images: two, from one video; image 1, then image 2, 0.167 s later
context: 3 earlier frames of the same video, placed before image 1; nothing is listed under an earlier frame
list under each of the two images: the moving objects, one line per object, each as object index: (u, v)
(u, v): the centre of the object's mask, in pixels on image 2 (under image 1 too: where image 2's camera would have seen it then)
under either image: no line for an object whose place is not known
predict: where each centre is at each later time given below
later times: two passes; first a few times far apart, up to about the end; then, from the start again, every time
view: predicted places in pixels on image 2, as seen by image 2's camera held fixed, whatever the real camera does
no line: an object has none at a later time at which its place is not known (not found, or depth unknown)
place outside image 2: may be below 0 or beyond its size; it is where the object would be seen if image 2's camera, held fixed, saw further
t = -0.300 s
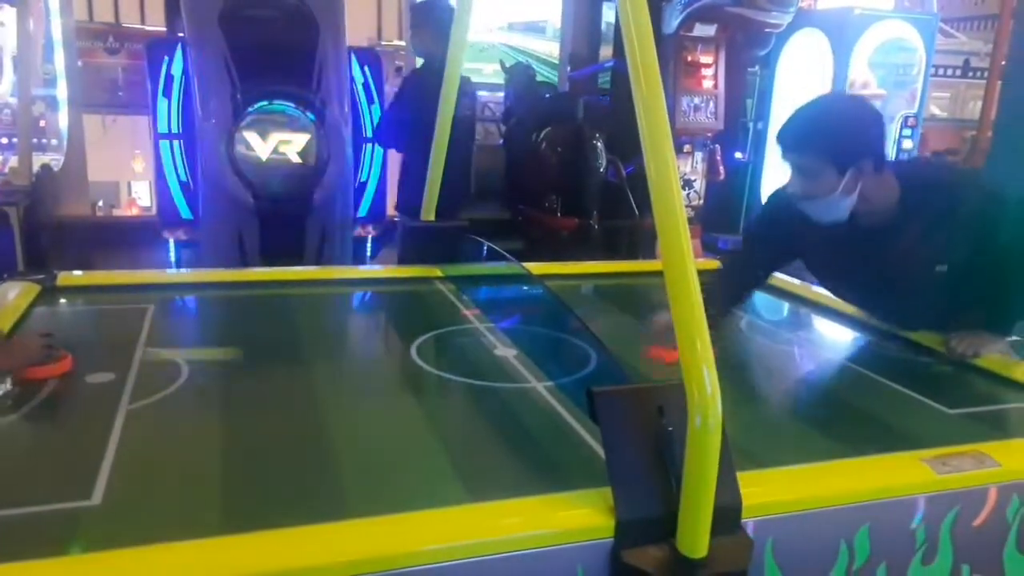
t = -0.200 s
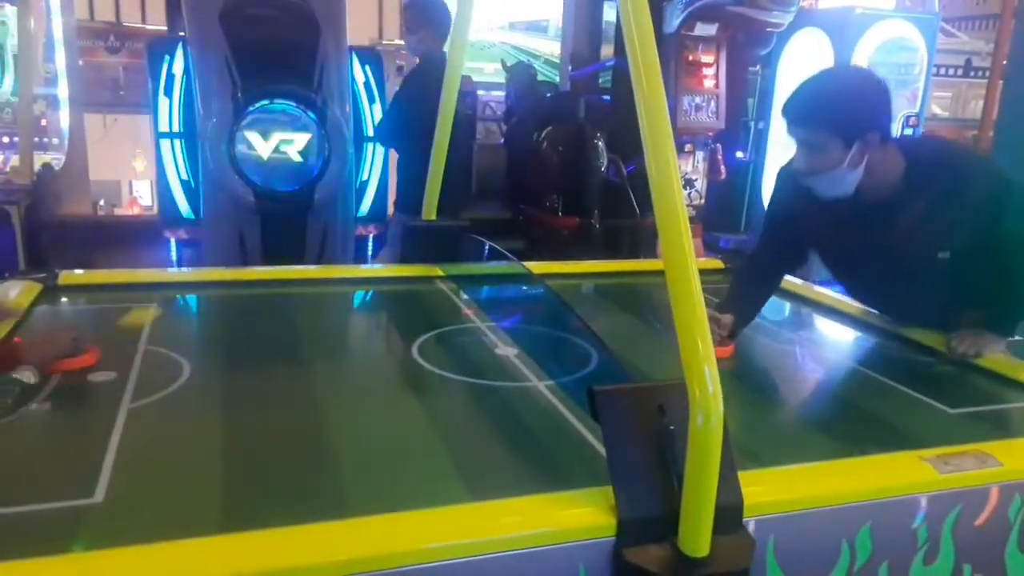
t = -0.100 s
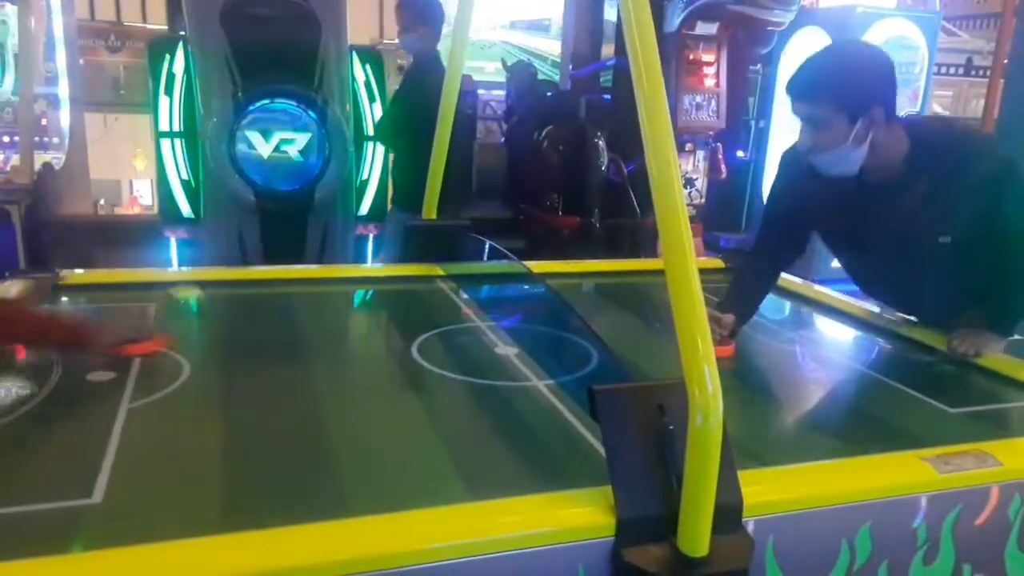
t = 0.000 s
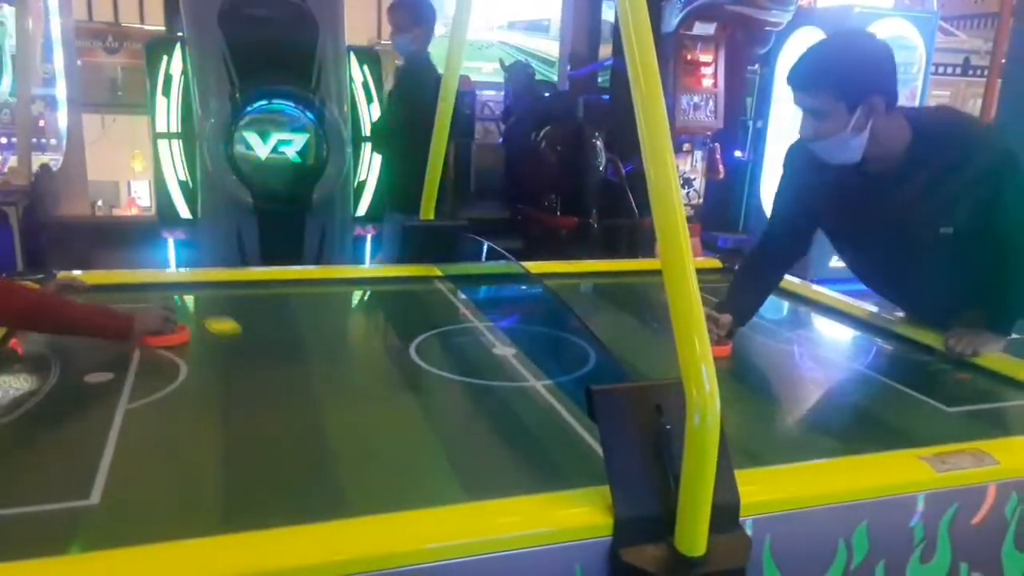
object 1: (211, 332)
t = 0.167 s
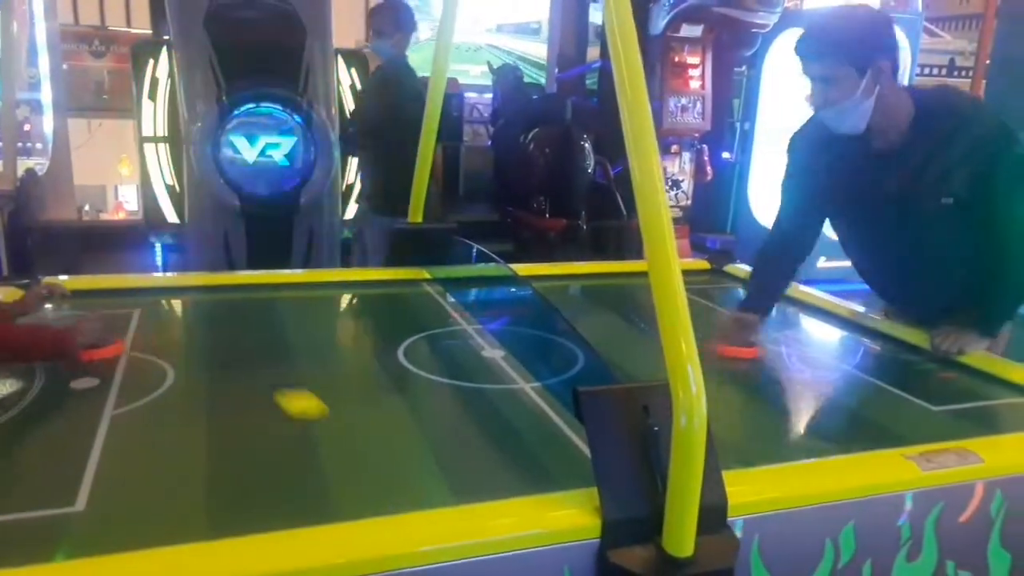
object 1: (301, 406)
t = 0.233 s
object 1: (353, 447)
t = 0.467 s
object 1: (420, 427)
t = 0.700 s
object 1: (401, 342)
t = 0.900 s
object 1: (392, 298)
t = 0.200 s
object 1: (326, 424)
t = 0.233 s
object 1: (353, 447)
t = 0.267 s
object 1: (384, 472)
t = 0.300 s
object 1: (413, 495)
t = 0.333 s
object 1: (435, 500)
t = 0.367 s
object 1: (433, 485)
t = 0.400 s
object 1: (429, 464)
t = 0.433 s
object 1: (424, 444)
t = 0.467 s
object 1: (420, 427)
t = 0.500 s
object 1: (416, 412)
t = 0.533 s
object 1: (414, 397)
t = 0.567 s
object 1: (410, 385)
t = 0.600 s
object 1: (408, 373)
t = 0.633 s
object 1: (405, 362)
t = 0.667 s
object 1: (403, 352)
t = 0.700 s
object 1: (401, 342)
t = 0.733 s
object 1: (399, 333)
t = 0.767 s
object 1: (398, 325)
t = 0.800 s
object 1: (396, 319)
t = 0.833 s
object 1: (394, 311)
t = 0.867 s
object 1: (393, 304)
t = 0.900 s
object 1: (392, 298)
